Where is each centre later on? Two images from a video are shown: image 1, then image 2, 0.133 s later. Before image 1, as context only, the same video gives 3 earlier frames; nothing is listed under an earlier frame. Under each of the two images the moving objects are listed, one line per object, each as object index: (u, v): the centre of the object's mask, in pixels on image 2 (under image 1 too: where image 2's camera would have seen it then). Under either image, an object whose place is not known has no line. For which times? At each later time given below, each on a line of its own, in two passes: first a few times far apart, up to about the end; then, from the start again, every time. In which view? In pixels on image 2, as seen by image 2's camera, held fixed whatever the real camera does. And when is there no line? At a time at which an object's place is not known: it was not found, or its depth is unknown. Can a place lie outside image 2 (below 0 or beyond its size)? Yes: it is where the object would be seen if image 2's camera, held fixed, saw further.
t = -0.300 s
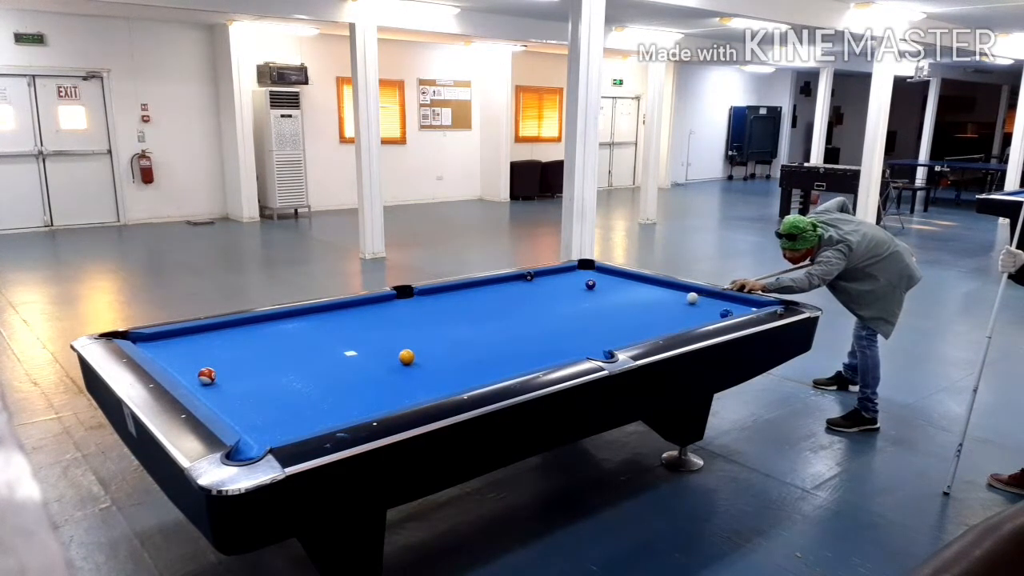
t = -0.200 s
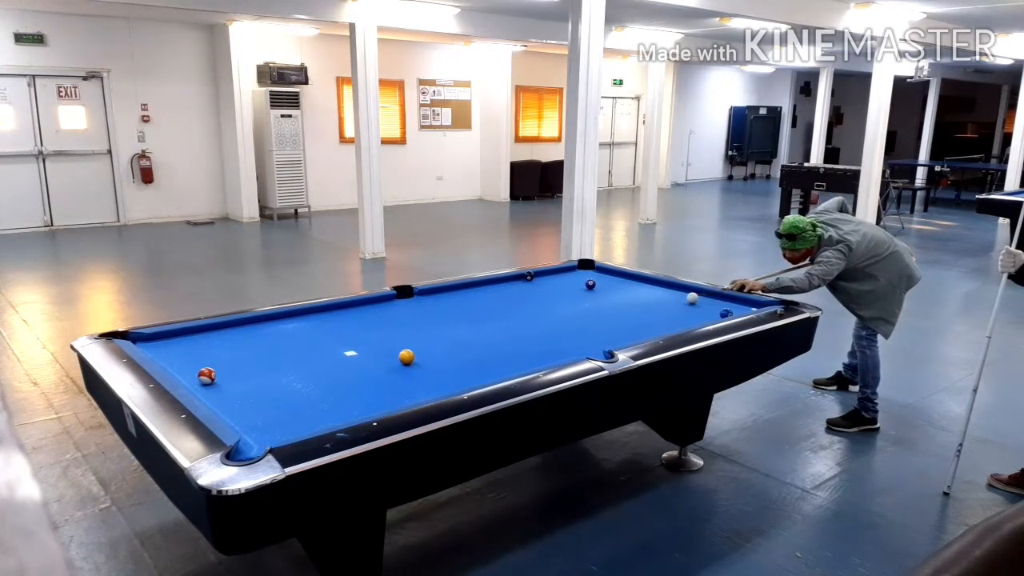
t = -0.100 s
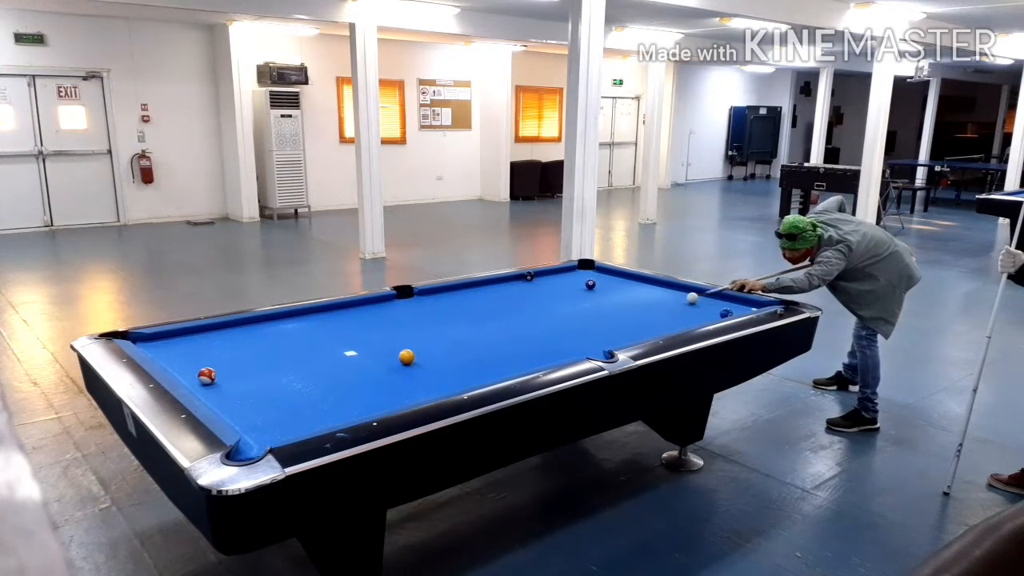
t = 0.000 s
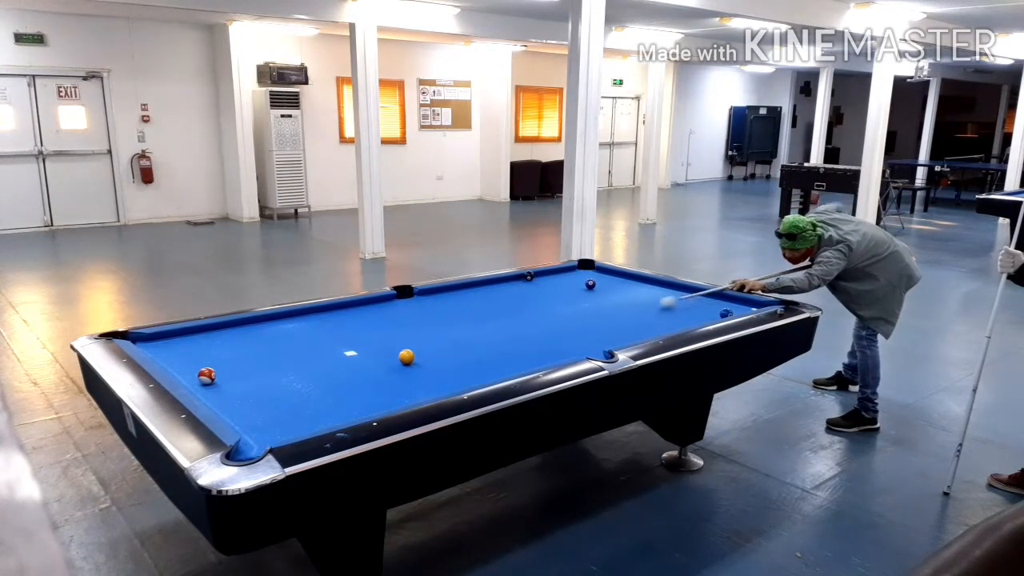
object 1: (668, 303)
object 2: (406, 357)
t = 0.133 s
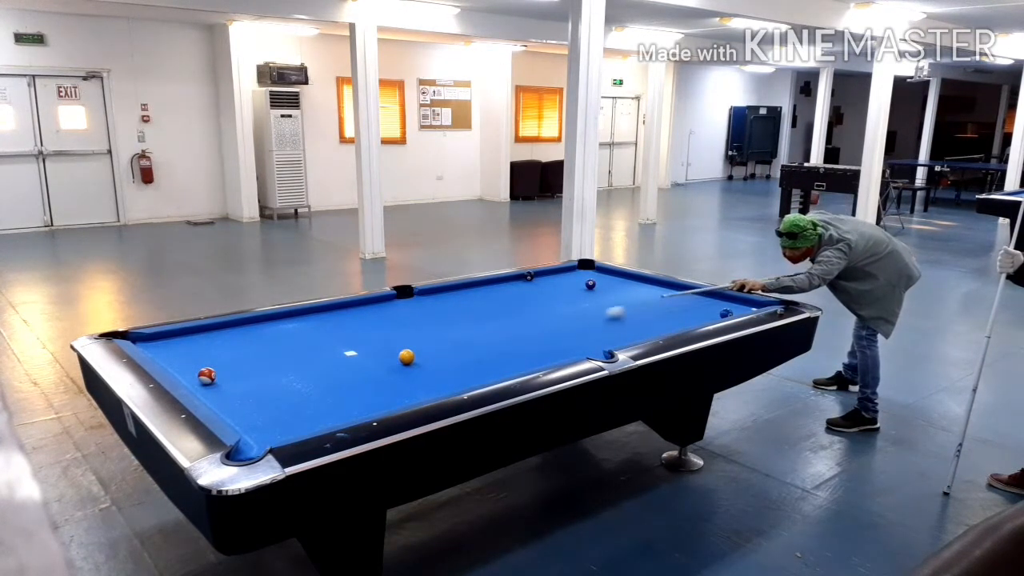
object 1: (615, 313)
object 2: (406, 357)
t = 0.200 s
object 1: (587, 318)
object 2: (406, 357)
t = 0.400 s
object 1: (495, 336)
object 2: (406, 357)
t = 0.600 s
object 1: (391, 350)
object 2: (399, 362)
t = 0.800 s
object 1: (303, 351)
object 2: (367, 389)
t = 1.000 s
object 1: (210, 352)
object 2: (334, 415)
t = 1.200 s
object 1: (166, 348)
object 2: (286, 430)
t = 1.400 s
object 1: (192, 334)
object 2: (251, 430)
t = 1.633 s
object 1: (226, 327)
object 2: (267, 414)
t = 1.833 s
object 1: (260, 326)
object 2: (280, 402)
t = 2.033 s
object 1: (292, 325)
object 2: (290, 391)
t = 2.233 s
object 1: (322, 324)
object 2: (299, 381)
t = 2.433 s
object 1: (351, 323)
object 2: (306, 373)
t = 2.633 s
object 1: (378, 322)
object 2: (313, 365)
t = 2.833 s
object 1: (403, 322)
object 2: (318, 359)
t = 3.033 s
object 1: (427, 321)
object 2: (323, 353)
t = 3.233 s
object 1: (450, 321)
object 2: (327, 347)
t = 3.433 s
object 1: (471, 320)
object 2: (330, 343)
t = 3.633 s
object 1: (491, 320)
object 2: (332, 338)
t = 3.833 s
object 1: (510, 320)
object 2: (335, 335)
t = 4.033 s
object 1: (528, 319)
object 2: (337, 331)
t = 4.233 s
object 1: (545, 319)
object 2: (338, 328)
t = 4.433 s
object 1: (560, 319)
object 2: (338, 326)
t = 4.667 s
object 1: (577, 318)
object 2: (339, 323)
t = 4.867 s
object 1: (591, 318)
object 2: (340, 322)
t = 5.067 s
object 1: (602, 318)
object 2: (340, 320)
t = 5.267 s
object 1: (614, 317)
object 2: (340, 319)
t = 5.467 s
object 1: (624, 317)
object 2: (340, 318)
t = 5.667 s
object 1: (634, 317)
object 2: (340, 318)
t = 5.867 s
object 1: (642, 317)
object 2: (339, 317)
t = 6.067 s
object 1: (650, 316)
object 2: (338, 317)
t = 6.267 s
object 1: (657, 316)
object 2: (338, 317)
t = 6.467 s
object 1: (663, 315)
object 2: (338, 317)
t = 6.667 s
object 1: (668, 314)
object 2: (338, 317)
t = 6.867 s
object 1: (673, 314)
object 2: (338, 317)
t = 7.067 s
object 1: (676, 313)
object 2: (338, 317)
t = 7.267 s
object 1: (679, 313)
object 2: (338, 317)
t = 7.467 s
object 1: (682, 313)
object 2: (338, 317)
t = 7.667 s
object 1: (683, 313)
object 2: (338, 317)
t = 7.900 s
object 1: (684, 312)
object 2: (338, 317)
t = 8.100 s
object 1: (684, 312)
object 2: (338, 317)
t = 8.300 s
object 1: (684, 312)
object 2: (338, 317)
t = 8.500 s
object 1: (684, 312)
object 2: (338, 317)
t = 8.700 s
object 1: (684, 312)
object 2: (338, 317)
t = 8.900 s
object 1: (684, 312)
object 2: (338, 317)
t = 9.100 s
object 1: (684, 312)
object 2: (338, 317)
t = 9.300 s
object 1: (684, 312)
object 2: (338, 317)
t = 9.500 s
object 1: (684, 312)
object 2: (338, 317)
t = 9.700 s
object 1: (684, 312)
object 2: (338, 317)
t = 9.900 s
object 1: (684, 312)
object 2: (338, 317)
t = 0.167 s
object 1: (601, 315)
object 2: (406, 357)
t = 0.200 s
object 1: (587, 318)
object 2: (406, 357)
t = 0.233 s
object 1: (573, 321)
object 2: (406, 357)
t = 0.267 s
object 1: (558, 323)
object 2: (406, 357)
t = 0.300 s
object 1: (543, 327)
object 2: (406, 357)
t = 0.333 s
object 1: (527, 329)
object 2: (406, 357)
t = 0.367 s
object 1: (511, 332)
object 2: (406, 357)
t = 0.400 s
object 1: (495, 336)
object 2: (406, 357)
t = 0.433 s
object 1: (478, 339)
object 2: (406, 357)
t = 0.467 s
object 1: (460, 342)
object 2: (406, 357)
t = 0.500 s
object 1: (442, 346)
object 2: (406, 357)
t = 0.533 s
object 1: (424, 349)
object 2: (406, 357)
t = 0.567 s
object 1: (406, 348)
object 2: (405, 358)
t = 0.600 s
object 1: (391, 350)
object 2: (399, 362)
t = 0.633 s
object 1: (378, 350)
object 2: (393, 367)
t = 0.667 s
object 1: (364, 350)
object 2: (387, 372)
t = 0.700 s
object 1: (349, 350)
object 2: (382, 376)
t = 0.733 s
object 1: (334, 350)
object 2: (377, 381)
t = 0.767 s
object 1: (319, 350)
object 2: (372, 384)
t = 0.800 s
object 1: (303, 351)
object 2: (367, 389)
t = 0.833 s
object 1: (287, 351)
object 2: (362, 393)
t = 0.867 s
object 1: (272, 351)
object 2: (356, 397)
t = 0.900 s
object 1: (257, 352)
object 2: (351, 402)
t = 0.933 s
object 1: (241, 352)
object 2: (345, 406)
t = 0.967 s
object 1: (225, 352)
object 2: (340, 410)
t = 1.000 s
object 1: (210, 352)
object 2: (334, 415)
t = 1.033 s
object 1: (194, 353)
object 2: (327, 418)
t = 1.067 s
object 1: (178, 353)
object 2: (321, 422)
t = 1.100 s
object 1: (162, 353)
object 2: (313, 425)
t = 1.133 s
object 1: (154, 352)
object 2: (304, 427)
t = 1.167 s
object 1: (160, 350)
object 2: (295, 428)
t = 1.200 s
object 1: (166, 348)
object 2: (286, 430)
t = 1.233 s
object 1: (171, 345)
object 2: (277, 431)
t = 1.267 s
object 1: (176, 343)
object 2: (269, 433)
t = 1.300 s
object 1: (180, 341)
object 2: (261, 433)
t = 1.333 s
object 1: (184, 338)
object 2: (252, 434)
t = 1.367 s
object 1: (188, 336)
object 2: (249, 433)
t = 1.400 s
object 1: (192, 334)
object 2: (251, 430)
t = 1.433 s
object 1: (196, 332)
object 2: (254, 428)
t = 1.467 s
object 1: (200, 330)
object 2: (256, 425)
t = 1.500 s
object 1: (203, 328)
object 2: (258, 423)
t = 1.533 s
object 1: (209, 327)
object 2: (261, 421)
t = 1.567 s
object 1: (214, 327)
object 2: (263, 418)
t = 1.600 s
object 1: (220, 327)
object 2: (266, 416)
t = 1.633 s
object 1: (226, 327)
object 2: (267, 414)
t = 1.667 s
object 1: (232, 327)
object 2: (269, 412)
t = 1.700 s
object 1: (238, 327)
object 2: (272, 410)
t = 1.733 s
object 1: (243, 327)
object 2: (274, 407)
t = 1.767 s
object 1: (249, 326)
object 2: (276, 406)
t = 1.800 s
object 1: (254, 326)
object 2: (278, 403)
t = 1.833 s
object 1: (260, 326)
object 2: (280, 402)
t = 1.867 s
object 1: (265, 326)
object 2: (281, 400)
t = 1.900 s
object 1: (271, 326)
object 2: (283, 398)
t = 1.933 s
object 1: (276, 326)
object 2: (285, 396)
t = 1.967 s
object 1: (282, 325)
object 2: (286, 394)
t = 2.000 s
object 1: (287, 325)
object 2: (288, 393)
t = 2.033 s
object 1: (292, 325)
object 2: (290, 391)
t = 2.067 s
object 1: (297, 325)
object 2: (291, 389)
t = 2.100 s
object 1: (302, 325)
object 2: (293, 388)
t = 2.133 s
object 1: (307, 324)
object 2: (295, 386)
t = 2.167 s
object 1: (312, 324)
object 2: (296, 384)
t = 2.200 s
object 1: (318, 324)
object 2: (297, 383)
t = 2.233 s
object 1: (322, 324)
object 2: (299, 381)
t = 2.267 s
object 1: (327, 324)
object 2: (300, 380)
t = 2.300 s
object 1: (332, 324)
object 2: (301, 379)
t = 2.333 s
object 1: (337, 324)
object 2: (303, 377)
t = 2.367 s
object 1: (342, 323)
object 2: (304, 375)
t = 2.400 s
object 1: (347, 323)
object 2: (305, 374)
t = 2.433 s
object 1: (351, 323)
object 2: (306, 373)
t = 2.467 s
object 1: (356, 323)
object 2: (307, 371)
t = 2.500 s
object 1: (360, 323)
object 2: (309, 370)
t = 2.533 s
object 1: (365, 323)
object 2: (310, 369)
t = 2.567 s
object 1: (369, 323)
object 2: (311, 368)
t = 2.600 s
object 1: (374, 323)
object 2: (312, 367)
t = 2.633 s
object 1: (378, 322)
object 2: (313, 365)
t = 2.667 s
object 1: (382, 322)
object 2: (313, 364)
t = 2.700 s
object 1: (386, 322)
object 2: (314, 363)
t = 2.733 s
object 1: (391, 322)
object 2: (315, 362)
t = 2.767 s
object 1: (395, 322)
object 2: (316, 361)
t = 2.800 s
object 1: (399, 322)
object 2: (317, 360)
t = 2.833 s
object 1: (403, 322)
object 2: (318, 359)
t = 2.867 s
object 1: (407, 322)
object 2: (319, 358)
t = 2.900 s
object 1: (411, 322)
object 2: (320, 357)
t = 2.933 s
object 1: (416, 321)
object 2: (321, 356)
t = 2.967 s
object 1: (419, 321)
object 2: (321, 354)
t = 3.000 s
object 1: (424, 321)
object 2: (322, 354)
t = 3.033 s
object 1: (427, 321)
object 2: (323, 353)
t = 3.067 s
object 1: (431, 321)
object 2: (323, 352)
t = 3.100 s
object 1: (435, 321)
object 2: (324, 351)
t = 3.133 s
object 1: (439, 321)
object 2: (325, 350)
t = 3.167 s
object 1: (442, 321)
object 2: (325, 349)
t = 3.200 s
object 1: (446, 321)
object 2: (326, 348)
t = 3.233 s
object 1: (450, 321)
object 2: (327, 347)
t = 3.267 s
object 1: (454, 321)
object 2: (327, 346)
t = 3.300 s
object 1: (457, 321)
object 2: (328, 346)
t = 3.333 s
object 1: (461, 320)
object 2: (328, 345)
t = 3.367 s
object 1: (464, 320)
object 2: (329, 344)
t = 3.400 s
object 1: (468, 320)
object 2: (330, 343)
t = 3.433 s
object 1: (471, 320)
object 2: (330, 343)
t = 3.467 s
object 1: (474, 320)
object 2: (330, 342)
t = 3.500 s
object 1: (478, 320)
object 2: (331, 341)
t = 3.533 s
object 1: (481, 320)
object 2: (332, 340)
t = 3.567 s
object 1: (485, 320)
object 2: (332, 340)
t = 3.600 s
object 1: (488, 320)
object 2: (332, 339)
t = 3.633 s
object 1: (491, 320)
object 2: (332, 338)
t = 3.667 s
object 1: (494, 320)
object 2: (333, 338)
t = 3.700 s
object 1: (498, 320)
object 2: (333, 337)
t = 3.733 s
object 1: (501, 320)
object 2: (334, 336)
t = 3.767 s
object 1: (504, 320)
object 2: (334, 336)
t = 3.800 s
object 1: (507, 320)
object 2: (335, 335)
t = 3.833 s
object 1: (510, 320)
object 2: (335, 335)
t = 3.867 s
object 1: (513, 320)
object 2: (335, 334)
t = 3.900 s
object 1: (516, 320)
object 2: (336, 333)
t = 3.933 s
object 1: (519, 319)
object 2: (336, 333)
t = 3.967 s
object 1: (522, 319)
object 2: (336, 332)
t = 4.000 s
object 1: (525, 320)
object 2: (336, 332)
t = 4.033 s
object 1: (528, 319)
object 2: (337, 331)
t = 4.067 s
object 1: (531, 319)
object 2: (337, 331)
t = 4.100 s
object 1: (533, 319)
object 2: (337, 330)
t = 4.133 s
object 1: (536, 319)
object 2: (337, 330)
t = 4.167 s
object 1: (539, 319)
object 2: (337, 329)
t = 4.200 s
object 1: (542, 319)
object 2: (338, 329)
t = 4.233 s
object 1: (545, 319)
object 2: (338, 328)
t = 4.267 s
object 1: (547, 319)
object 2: (338, 328)
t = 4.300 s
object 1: (550, 319)
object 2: (338, 328)
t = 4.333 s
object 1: (553, 319)
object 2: (338, 327)
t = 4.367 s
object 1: (555, 319)
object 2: (338, 327)
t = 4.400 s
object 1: (558, 319)
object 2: (338, 326)
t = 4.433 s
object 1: (560, 319)
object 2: (338, 326)
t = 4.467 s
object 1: (563, 319)
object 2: (339, 325)
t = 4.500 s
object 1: (565, 319)
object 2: (339, 325)
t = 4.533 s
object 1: (568, 318)
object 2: (339, 325)
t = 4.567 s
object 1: (570, 318)
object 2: (339, 324)
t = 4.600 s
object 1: (572, 318)
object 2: (339, 324)
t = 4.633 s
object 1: (575, 318)
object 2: (339, 324)
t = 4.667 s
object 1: (577, 318)
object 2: (339, 323)
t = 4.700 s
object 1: (579, 318)
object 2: (340, 323)
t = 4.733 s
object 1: (582, 318)
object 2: (339, 323)
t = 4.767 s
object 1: (584, 318)
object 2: (340, 322)
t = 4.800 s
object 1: (586, 318)
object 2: (340, 322)
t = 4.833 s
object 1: (588, 318)
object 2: (340, 322)
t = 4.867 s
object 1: (591, 318)
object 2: (340, 322)
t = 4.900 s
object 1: (593, 318)
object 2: (340, 321)
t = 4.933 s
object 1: (595, 318)
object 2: (340, 321)
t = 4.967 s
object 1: (597, 318)
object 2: (340, 321)
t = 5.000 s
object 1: (598, 318)
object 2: (340, 321)
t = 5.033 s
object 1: (601, 318)
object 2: (340, 320)
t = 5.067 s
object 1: (602, 318)
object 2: (340, 320)
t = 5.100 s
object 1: (604, 318)
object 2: (340, 320)
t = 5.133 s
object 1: (606, 318)
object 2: (340, 320)
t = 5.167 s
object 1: (608, 318)
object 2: (340, 320)
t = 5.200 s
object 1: (610, 318)
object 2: (340, 319)
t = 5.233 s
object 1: (612, 317)
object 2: (340, 319)
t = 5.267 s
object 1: (614, 317)
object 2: (340, 319)
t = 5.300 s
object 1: (615, 317)
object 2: (340, 319)
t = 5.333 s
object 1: (617, 317)
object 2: (340, 319)
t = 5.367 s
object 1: (619, 317)
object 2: (340, 318)
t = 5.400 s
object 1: (621, 317)
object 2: (340, 318)
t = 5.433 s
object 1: (622, 317)
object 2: (340, 318)
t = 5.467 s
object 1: (624, 317)
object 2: (340, 318)
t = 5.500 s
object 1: (626, 317)
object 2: (340, 318)
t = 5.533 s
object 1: (627, 317)
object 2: (340, 318)
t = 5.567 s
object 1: (629, 317)
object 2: (340, 318)
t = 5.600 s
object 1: (631, 317)
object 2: (340, 318)
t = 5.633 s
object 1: (632, 317)
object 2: (340, 318)
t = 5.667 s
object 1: (634, 317)
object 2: (340, 318)
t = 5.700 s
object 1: (635, 317)
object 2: (339, 317)
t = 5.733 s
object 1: (637, 317)
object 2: (339, 317)
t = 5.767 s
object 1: (638, 317)
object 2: (339, 317)
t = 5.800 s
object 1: (639, 317)
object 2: (339, 317)
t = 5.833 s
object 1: (641, 317)
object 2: (339, 317)
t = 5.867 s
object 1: (642, 317)
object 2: (339, 317)
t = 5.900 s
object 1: (644, 316)
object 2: (339, 317)
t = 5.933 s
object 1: (645, 316)
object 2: (339, 317)
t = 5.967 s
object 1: (646, 316)
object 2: (339, 317)
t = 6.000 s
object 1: (648, 316)
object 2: (338, 317)
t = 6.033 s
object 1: (649, 316)
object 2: (338, 317)
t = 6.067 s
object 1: (650, 316)
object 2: (338, 317)
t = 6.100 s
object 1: (651, 316)
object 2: (338, 317)
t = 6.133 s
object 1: (653, 316)
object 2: (338, 317)
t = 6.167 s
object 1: (654, 316)
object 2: (338, 317)
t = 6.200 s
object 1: (655, 316)
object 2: (338, 317)
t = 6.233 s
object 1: (656, 316)
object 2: (338, 317)
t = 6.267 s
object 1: (657, 316)
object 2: (338, 317)
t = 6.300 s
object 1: (658, 315)
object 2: (338, 317)
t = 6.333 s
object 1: (659, 315)
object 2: (338, 317)
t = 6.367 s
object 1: (660, 315)
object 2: (338, 317)
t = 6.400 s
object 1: (661, 315)
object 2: (338, 317)
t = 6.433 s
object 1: (662, 315)
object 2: (338, 317)
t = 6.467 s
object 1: (663, 315)
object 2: (338, 317)
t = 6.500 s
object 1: (664, 315)
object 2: (338, 317)
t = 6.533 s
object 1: (665, 315)
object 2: (338, 317)
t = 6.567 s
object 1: (666, 315)
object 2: (338, 317)
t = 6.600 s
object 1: (667, 315)
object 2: (338, 317)
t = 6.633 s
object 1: (667, 315)
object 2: (338, 317)
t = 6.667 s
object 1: (668, 314)
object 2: (338, 317)
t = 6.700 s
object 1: (669, 314)
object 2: (338, 317)
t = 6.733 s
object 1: (670, 314)
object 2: (338, 317)
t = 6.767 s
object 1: (671, 314)
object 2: (338, 317)
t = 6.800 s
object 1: (671, 314)
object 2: (338, 317)
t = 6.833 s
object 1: (672, 314)
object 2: (338, 317)
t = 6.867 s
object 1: (673, 314)
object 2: (338, 317)
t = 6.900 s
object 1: (673, 314)
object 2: (338, 317)
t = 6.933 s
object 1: (674, 314)
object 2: (338, 317)
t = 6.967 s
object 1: (675, 314)
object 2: (338, 317)
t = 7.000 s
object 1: (675, 314)
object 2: (338, 317)
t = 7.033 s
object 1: (676, 314)
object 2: (338, 317)
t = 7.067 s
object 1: (676, 313)
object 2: (338, 317)
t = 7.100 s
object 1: (677, 313)
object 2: (338, 317)
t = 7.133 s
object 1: (677, 313)
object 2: (338, 317)
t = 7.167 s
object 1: (678, 313)
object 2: (338, 317)
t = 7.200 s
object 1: (678, 313)
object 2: (338, 317)
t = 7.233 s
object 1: (679, 313)
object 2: (338, 317)
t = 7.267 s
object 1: (679, 313)
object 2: (338, 317)
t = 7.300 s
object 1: (680, 313)
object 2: (338, 317)
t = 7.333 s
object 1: (680, 313)
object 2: (338, 317)
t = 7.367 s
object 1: (680, 313)
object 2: (338, 317)
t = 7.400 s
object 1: (681, 313)
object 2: (338, 317)
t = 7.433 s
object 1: (681, 313)
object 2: (338, 317)
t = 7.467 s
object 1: (682, 313)
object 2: (338, 317)
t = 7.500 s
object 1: (682, 313)
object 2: (338, 317)
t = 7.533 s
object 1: (682, 313)
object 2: (338, 317)
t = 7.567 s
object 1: (682, 313)
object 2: (338, 317)
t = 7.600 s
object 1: (683, 313)
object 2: (338, 317)
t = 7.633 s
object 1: (683, 313)
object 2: (338, 317)
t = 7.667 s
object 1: (683, 313)
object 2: (338, 317)
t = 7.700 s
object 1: (684, 313)
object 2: (338, 317)
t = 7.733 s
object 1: (684, 313)
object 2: (338, 317)
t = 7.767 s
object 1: (684, 313)
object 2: (338, 317)
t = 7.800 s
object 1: (684, 313)
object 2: (338, 317)
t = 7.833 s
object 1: (684, 313)
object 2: (338, 317)
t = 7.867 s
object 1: (684, 312)
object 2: (338, 317)
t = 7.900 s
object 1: (684, 312)
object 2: (338, 317)
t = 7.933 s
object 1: (684, 313)
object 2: (338, 317)
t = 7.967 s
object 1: (685, 312)
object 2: (338, 317)
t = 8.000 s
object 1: (685, 312)
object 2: (338, 317)
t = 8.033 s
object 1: (684, 312)
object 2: (338, 317)
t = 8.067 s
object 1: (684, 312)
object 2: (338, 317)
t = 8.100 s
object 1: (684, 312)
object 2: (338, 317)
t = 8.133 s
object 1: (684, 312)
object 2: (338, 317)
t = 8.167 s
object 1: (684, 312)
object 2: (338, 317)
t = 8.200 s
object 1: (684, 312)
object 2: (338, 317)
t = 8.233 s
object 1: (684, 312)
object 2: (338, 317)
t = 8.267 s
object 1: (684, 312)
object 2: (338, 317)
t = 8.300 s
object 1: (684, 312)
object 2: (338, 317)
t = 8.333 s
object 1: (684, 312)
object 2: (338, 317)
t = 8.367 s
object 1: (684, 312)
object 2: (338, 317)
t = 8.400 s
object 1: (684, 312)
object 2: (338, 317)
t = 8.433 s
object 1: (684, 312)
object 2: (338, 317)
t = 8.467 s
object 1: (684, 312)
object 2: (338, 317)
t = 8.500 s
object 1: (684, 312)
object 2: (338, 317)
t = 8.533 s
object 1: (684, 312)
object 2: (338, 317)
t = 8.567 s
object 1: (684, 312)
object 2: (338, 317)
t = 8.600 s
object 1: (684, 312)
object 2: (338, 317)
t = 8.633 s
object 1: (684, 312)
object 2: (338, 317)
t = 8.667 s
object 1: (684, 312)
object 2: (338, 317)
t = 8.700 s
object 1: (684, 312)
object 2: (338, 317)
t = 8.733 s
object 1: (684, 312)
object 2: (338, 317)
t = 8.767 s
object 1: (684, 312)
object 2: (338, 317)
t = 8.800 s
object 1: (684, 312)
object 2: (338, 317)
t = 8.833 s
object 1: (684, 312)
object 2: (338, 317)
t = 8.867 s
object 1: (684, 312)
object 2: (338, 317)
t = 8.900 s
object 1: (684, 312)
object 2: (338, 317)
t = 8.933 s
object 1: (684, 312)
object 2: (338, 317)
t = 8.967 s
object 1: (684, 312)
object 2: (338, 317)
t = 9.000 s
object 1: (684, 312)
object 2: (338, 317)
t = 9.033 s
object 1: (684, 312)
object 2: (338, 317)
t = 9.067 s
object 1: (684, 312)
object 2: (338, 317)
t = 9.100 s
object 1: (684, 312)
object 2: (338, 317)
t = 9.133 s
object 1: (684, 312)
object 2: (338, 317)
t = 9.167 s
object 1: (684, 312)
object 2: (338, 317)
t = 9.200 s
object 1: (684, 312)
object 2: (338, 317)
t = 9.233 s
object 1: (684, 312)
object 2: (338, 317)
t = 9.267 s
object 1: (684, 312)
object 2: (338, 317)
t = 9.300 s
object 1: (684, 312)
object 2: (338, 317)
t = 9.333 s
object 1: (684, 312)
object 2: (338, 317)
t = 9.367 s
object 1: (684, 312)
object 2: (338, 317)
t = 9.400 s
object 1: (684, 312)
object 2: (338, 317)
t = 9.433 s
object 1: (684, 312)
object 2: (338, 317)
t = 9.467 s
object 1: (684, 312)
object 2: (338, 317)
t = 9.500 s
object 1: (684, 312)
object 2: (338, 317)
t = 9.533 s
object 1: (684, 312)
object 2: (338, 317)
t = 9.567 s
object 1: (684, 312)
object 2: (338, 317)
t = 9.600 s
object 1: (684, 312)
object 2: (338, 317)
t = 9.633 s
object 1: (684, 312)
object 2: (338, 317)
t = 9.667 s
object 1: (684, 312)
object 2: (338, 317)
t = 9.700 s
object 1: (684, 312)
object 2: (338, 317)
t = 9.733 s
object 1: (684, 312)
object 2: (338, 317)
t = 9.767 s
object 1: (684, 312)
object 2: (338, 317)
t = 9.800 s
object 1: (684, 312)
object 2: (338, 317)
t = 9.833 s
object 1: (684, 312)
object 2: (338, 317)
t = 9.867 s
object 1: (684, 312)
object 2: (338, 317)
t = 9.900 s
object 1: (684, 312)
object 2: (338, 317)
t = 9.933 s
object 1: (684, 312)
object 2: (338, 317)
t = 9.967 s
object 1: (684, 312)
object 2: (338, 317)
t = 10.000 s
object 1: (684, 312)
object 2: (338, 317)
